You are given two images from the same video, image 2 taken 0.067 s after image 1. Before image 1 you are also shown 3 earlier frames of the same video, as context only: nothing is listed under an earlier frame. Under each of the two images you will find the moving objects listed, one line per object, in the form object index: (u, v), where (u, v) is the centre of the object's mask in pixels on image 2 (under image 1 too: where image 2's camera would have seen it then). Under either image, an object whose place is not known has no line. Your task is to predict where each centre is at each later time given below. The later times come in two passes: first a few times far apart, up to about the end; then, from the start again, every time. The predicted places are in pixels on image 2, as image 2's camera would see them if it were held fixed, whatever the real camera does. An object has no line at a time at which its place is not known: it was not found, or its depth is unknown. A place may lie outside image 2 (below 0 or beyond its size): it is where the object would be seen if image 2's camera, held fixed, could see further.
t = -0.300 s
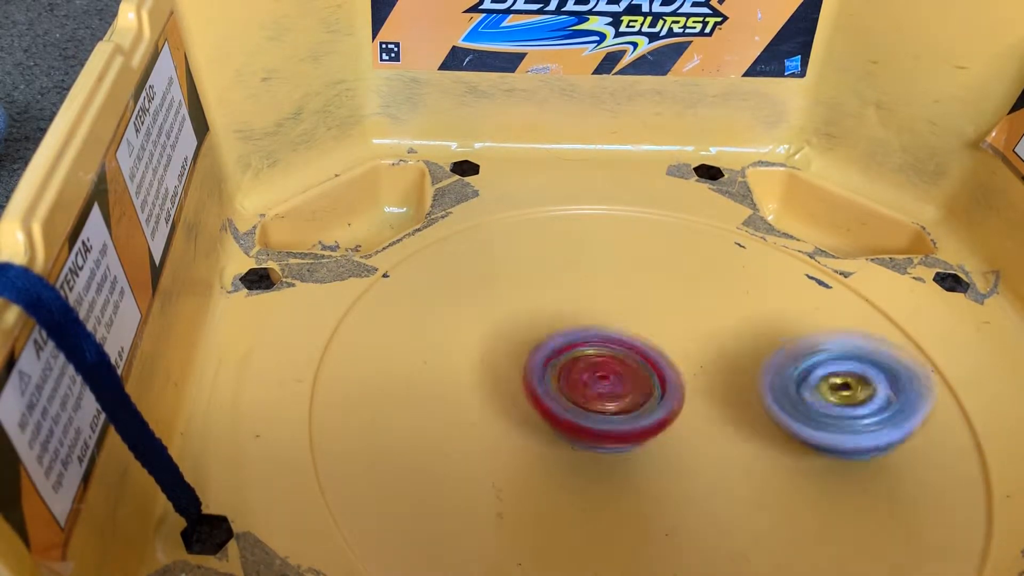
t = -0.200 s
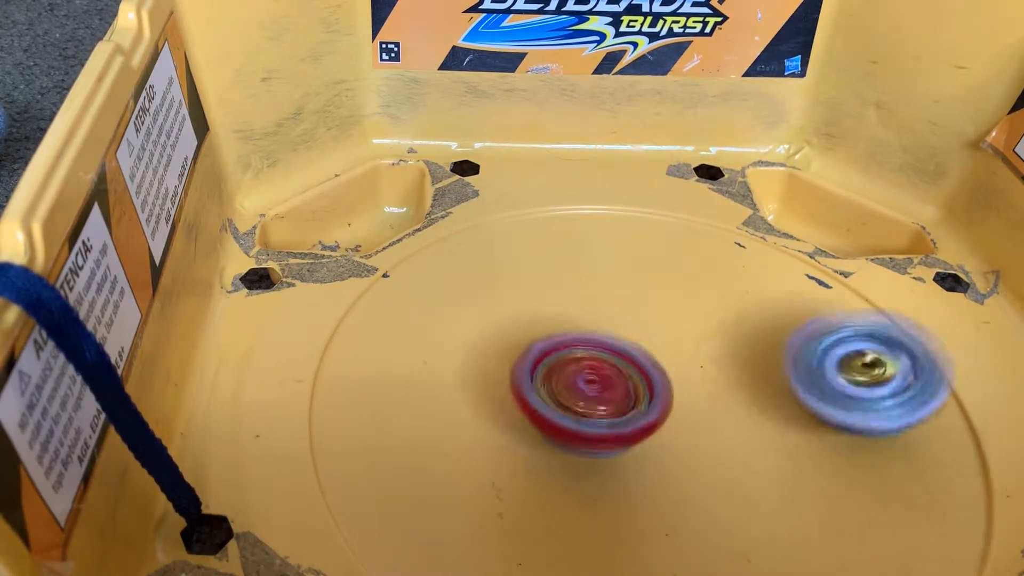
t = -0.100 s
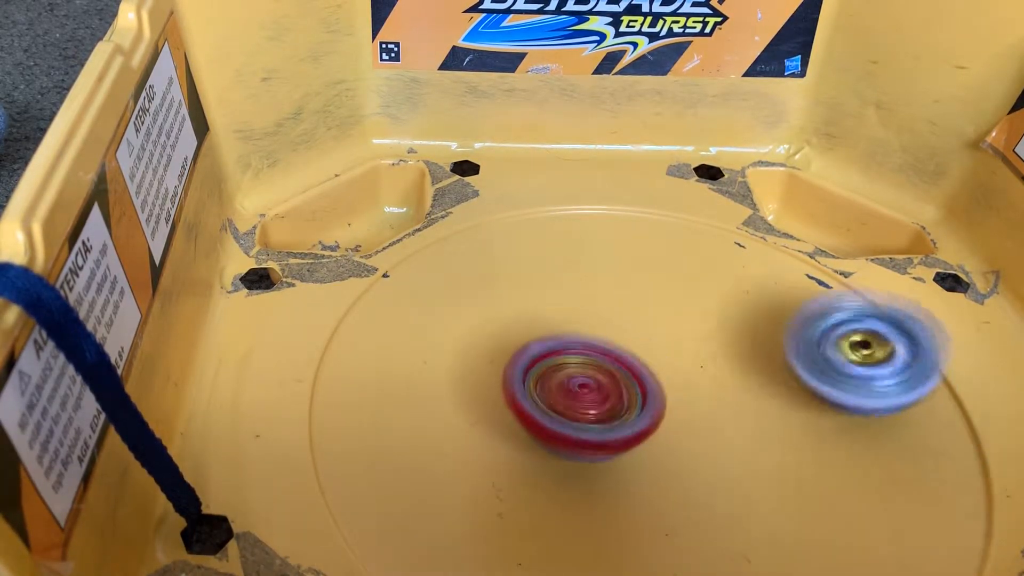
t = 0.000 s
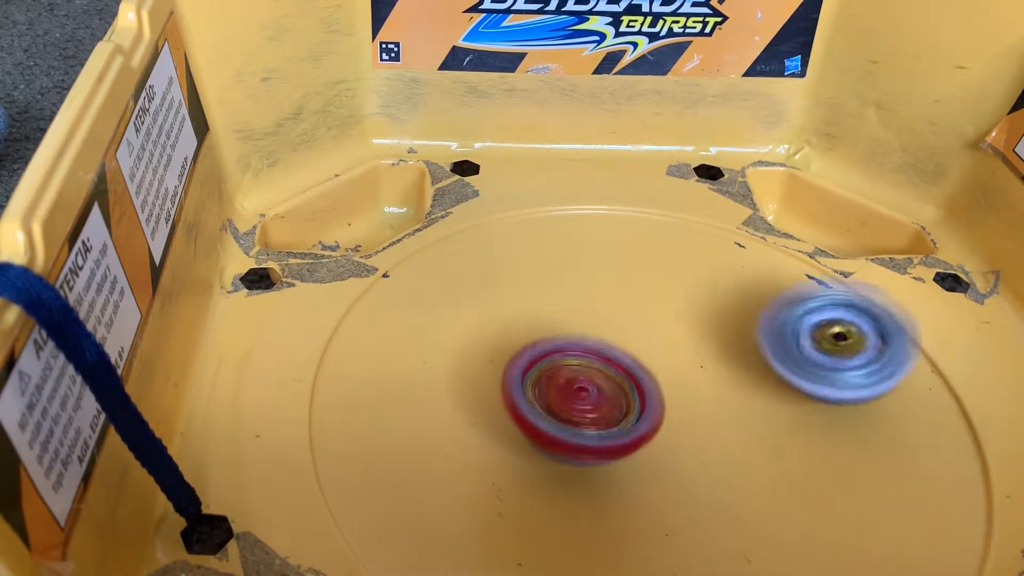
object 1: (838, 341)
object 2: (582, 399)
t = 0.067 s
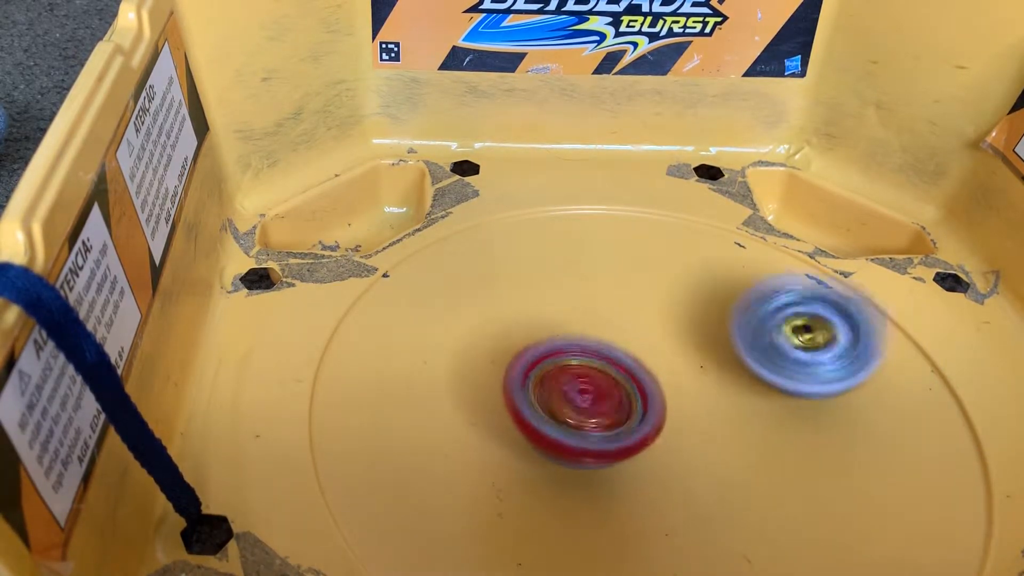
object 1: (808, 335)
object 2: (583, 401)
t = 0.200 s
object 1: (740, 327)
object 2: (601, 403)
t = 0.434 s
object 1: (638, 287)
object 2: (596, 443)
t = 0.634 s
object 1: (567, 272)
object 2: (604, 474)
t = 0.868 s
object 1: (516, 309)
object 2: (638, 462)
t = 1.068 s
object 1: (495, 355)
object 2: (698, 435)
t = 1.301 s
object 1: (485, 396)
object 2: (786, 406)
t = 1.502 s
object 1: (552, 424)
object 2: (811, 377)
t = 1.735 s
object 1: (664, 437)
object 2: (763, 353)
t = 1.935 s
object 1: (735, 453)
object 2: (720, 310)
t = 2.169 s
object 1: (746, 442)
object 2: (651, 292)
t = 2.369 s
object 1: (713, 402)
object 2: (591, 303)
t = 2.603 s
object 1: (686, 391)
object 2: (525, 312)
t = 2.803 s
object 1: (721, 396)
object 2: (460, 314)
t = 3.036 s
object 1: (806, 419)
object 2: (444, 325)
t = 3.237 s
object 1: (773, 432)
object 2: (506, 364)
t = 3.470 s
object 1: (736, 405)
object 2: (539, 398)
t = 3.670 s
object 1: (741, 377)
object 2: (541, 434)
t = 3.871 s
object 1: (699, 355)
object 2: (591, 450)
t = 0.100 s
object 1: (793, 332)
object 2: (587, 402)
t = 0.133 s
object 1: (775, 331)
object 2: (592, 403)
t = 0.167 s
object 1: (757, 328)
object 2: (595, 403)
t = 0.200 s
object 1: (740, 327)
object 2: (601, 403)
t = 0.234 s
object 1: (722, 326)
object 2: (607, 404)
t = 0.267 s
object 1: (706, 324)
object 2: (610, 404)
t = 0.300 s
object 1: (690, 316)
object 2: (607, 408)
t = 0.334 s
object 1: (674, 306)
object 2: (599, 419)
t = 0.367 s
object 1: (662, 298)
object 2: (598, 427)
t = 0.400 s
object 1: (651, 292)
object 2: (596, 434)
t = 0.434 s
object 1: (638, 287)
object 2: (596, 443)
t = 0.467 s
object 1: (625, 282)
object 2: (596, 450)
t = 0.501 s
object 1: (613, 278)
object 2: (597, 456)
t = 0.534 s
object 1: (602, 276)
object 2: (597, 460)
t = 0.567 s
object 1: (590, 274)
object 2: (598, 466)
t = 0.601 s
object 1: (578, 273)
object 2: (600, 470)
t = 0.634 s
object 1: (567, 272)
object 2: (604, 474)
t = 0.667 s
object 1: (558, 274)
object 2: (607, 476)
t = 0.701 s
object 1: (547, 277)
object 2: (611, 477)
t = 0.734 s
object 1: (538, 281)
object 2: (616, 477)
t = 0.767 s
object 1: (532, 286)
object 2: (622, 474)
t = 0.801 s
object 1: (526, 294)
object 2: (626, 471)
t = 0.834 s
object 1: (520, 301)
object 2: (631, 466)
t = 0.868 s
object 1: (516, 309)
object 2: (638, 462)
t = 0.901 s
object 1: (515, 318)
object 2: (642, 455)
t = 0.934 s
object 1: (513, 328)
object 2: (647, 449)
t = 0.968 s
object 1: (513, 338)
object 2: (652, 442)
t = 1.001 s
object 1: (515, 348)
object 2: (658, 434)
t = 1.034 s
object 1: (506, 352)
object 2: (676, 435)
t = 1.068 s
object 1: (495, 355)
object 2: (698, 435)
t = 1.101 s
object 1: (488, 359)
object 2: (715, 433)
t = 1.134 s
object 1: (483, 365)
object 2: (728, 428)
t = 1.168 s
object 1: (477, 371)
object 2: (741, 425)
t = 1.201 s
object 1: (474, 376)
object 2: (755, 421)
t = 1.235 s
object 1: (476, 383)
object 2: (767, 415)
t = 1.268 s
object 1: (479, 390)
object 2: (776, 411)
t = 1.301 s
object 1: (485, 396)
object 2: (786, 406)
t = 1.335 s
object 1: (489, 399)
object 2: (796, 402)
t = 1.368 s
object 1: (499, 405)
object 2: (802, 396)
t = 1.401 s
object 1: (509, 410)
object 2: (807, 391)
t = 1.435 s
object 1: (522, 415)
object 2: (811, 386)
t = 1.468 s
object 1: (536, 420)
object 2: (813, 381)
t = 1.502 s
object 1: (552, 424)
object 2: (811, 377)
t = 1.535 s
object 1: (567, 428)
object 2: (810, 372)
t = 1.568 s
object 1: (585, 431)
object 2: (806, 368)
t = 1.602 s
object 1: (599, 434)
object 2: (798, 365)
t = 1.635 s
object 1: (616, 435)
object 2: (791, 362)
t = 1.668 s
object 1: (632, 437)
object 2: (782, 359)
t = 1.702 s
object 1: (650, 436)
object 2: (771, 356)
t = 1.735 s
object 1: (664, 437)
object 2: (763, 353)
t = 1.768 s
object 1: (677, 440)
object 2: (757, 346)
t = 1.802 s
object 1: (688, 445)
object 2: (753, 337)
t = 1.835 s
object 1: (699, 447)
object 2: (745, 329)
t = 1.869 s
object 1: (714, 451)
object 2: (738, 322)
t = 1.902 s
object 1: (725, 453)
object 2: (730, 316)
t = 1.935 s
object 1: (735, 453)
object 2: (720, 310)
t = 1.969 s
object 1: (745, 454)
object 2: (712, 304)
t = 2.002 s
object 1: (752, 454)
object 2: (703, 301)
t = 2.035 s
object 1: (752, 454)
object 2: (692, 297)
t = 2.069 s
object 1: (752, 452)
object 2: (681, 294)
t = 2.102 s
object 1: (753, 450)
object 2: (672, 293)
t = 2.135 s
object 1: (748, 447)
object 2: (661, 292)
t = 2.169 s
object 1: (746, 442)
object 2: (651, 292)
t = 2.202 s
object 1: (739, 437)
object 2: (641, 294)
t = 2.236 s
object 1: (732, 428)
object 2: (630, 295)
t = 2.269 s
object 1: (726, 420)
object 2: (621, 298)
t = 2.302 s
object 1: (717, 411)
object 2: (611, 301)
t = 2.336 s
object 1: (712, 402)
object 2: (602, 305)
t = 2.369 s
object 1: (713, 402)
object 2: (591, 303)
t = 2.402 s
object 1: (713, 402)
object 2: (577, 302)
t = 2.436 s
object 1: (710, 400)
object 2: (566, 302)
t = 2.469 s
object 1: (710, 399)
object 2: (557, 303)
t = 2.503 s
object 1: (704, 398)
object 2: (547, 304)
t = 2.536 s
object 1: (701, 396)
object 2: (539, 306)
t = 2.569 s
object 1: (694, 395)
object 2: (531, 309)
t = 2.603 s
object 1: (686, 391)
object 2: (525, 312)
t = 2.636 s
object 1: (679, 389)
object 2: (520, 316)
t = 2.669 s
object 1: (669, 385)
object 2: (516, 320)
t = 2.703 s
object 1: (664, 381)
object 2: (513, 326)
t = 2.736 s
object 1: (687, 387)
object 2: (489, 318)
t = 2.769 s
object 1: (707, 393)
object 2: (468, 314)
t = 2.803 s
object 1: (721, 396)
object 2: (460, 314)
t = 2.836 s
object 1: (735, 400)
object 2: (454, 317)
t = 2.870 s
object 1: (752, 403)
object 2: (446, 316)
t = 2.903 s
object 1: (762, 406)
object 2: (443, 317)
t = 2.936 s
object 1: (775, 409)
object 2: (440, 318)
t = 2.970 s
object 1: (787, 412)
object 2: (440, 320)
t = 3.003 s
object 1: (796, 416)
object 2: (441, 323)
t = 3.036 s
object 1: (806, 419)
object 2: (444, 325)
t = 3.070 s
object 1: (810, 423)
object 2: (451, 329)
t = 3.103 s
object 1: (811, 427)
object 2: (459, 335)
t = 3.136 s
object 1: (806, 431)
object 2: (469, 343)
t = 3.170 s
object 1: (798, 433)
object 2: (479, 348)
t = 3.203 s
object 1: (788, 433)
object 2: (492, 356)
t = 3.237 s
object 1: (773, 432)
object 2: (506, 364)
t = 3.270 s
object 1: (762, 428)
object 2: (519, 373)
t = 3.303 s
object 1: (747, 427)
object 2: (535, 382)
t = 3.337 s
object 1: (731, 422)
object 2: (549, 390)
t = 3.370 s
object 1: (725, 419)
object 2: (556, 393)
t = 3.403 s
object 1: (727, 414)
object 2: (551, 394)
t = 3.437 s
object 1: (733, 409)
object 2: (542, 394)
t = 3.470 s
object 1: (736, 405)
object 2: (539, 398)
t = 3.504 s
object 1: (741, 399)
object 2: (536, 407)
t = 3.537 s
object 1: (744, 395)
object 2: (535, 413)
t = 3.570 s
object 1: (743, 390)
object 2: (533, 418)
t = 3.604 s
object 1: (745, 386)
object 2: (536, 424)
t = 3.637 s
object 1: (742, 381)
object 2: (538, 429)
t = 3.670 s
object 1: (741, 377)
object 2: (541, 434)
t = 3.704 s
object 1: (735, 373)
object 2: (547, 439)
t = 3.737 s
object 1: (729, 369)
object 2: (553, 442)
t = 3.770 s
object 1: (724, 367)
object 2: (560, 445)
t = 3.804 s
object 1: (716, 362)
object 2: (569, 447)
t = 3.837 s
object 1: (709, 359)
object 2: (580, 449)
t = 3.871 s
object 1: (699, 355)
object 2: (591, 450)
